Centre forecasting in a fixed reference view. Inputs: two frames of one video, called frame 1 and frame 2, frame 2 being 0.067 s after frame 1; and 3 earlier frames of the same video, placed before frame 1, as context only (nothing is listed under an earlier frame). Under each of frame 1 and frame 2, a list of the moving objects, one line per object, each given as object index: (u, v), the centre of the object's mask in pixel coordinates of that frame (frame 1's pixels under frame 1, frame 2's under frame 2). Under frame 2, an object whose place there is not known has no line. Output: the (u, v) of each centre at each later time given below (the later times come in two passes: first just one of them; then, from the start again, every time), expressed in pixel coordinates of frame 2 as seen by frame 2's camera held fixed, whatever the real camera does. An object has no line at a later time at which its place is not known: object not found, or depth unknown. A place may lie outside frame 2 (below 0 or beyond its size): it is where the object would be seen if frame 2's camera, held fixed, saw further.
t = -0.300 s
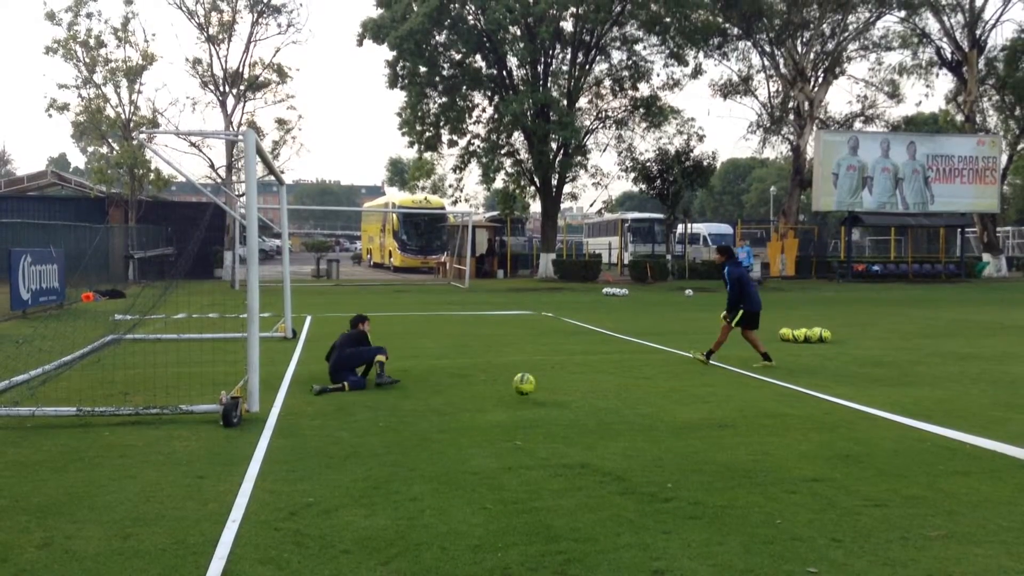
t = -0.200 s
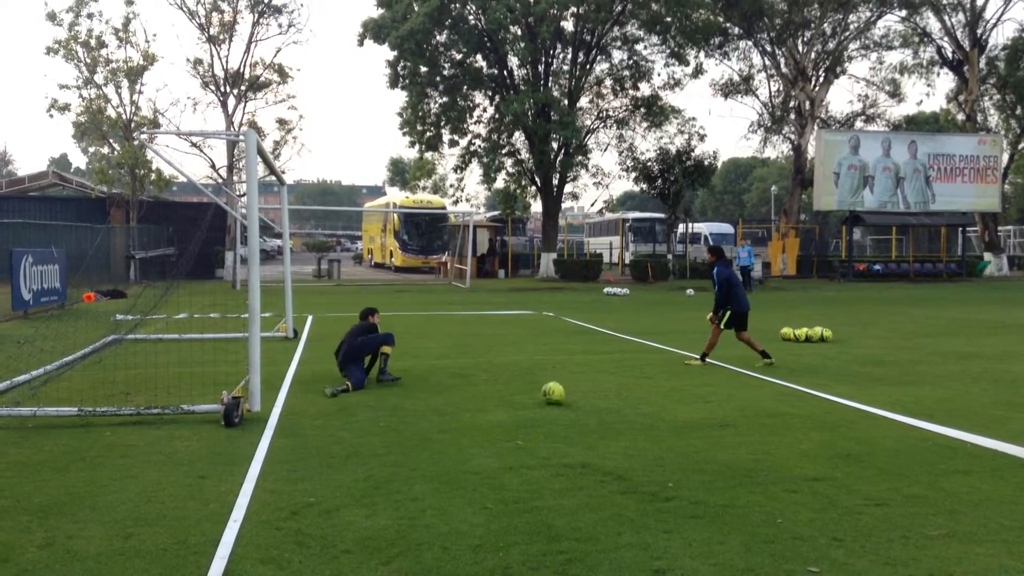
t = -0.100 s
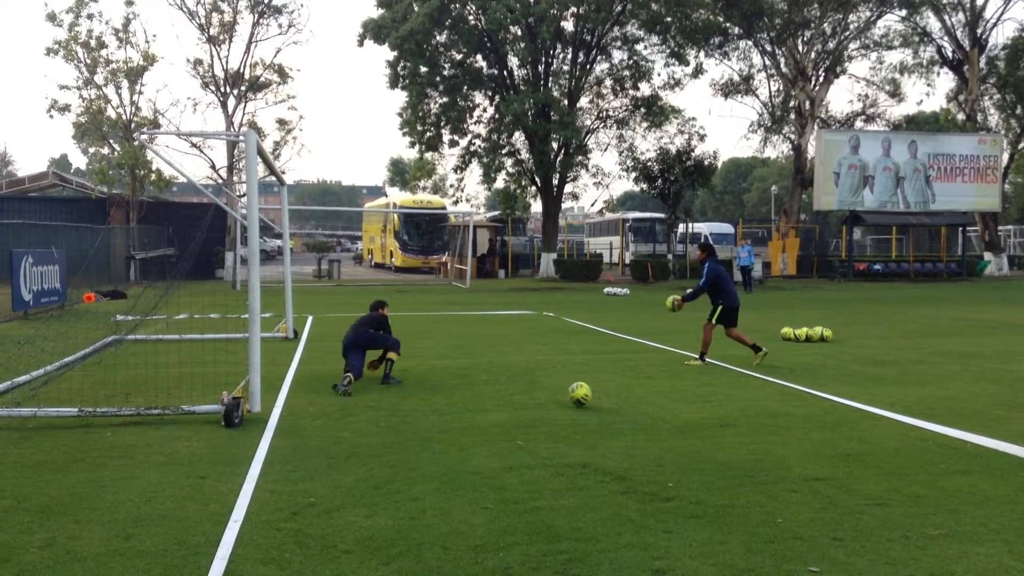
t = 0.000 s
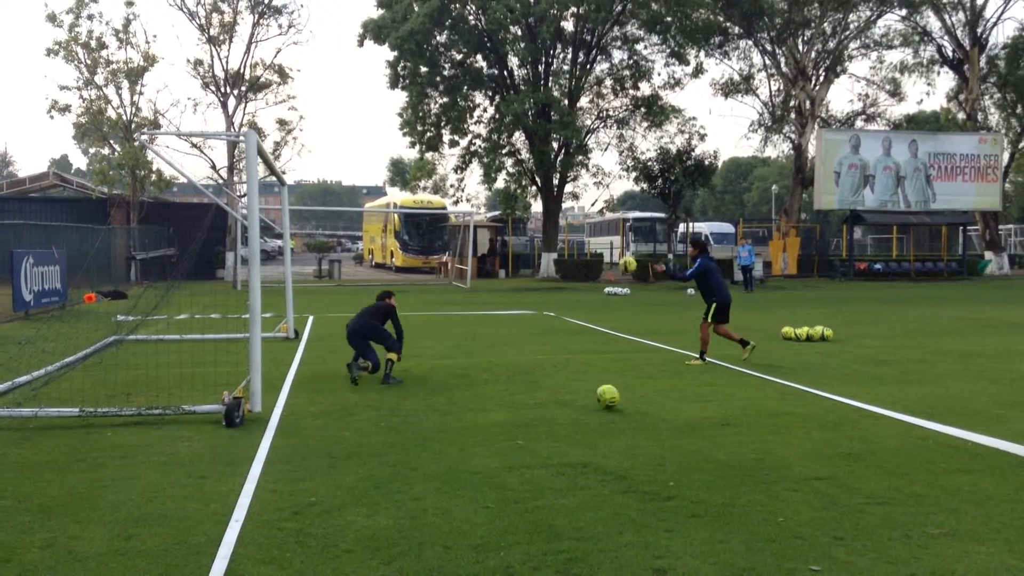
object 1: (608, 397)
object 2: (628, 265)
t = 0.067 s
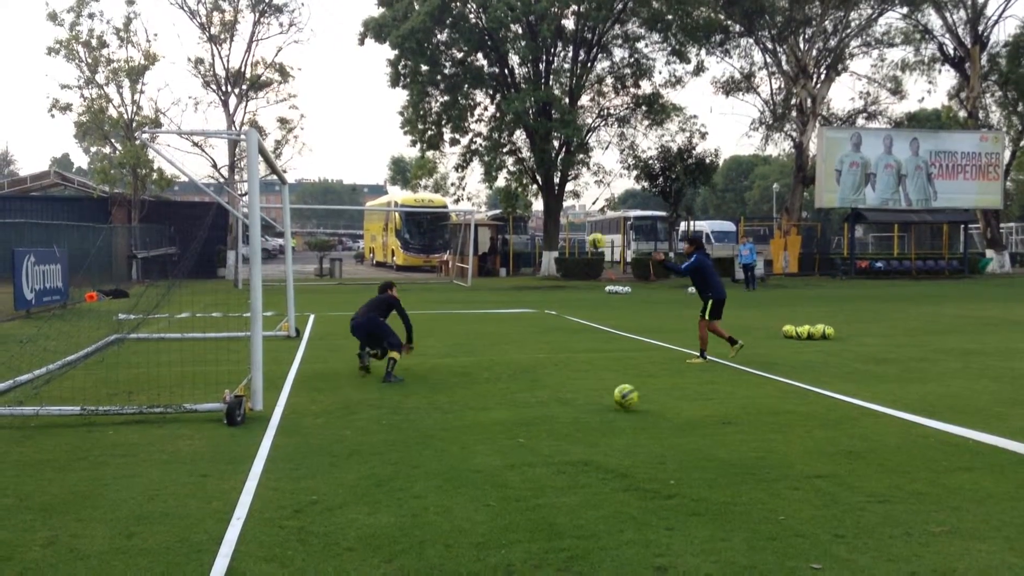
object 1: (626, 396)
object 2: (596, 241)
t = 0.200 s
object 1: (662, 403)
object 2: (534, 207)
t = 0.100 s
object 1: (634, 398)
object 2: (581, 231)
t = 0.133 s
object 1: (644, 402)
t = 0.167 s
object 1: (653, 402)
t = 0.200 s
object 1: (662, 403)
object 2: (534, 207)
